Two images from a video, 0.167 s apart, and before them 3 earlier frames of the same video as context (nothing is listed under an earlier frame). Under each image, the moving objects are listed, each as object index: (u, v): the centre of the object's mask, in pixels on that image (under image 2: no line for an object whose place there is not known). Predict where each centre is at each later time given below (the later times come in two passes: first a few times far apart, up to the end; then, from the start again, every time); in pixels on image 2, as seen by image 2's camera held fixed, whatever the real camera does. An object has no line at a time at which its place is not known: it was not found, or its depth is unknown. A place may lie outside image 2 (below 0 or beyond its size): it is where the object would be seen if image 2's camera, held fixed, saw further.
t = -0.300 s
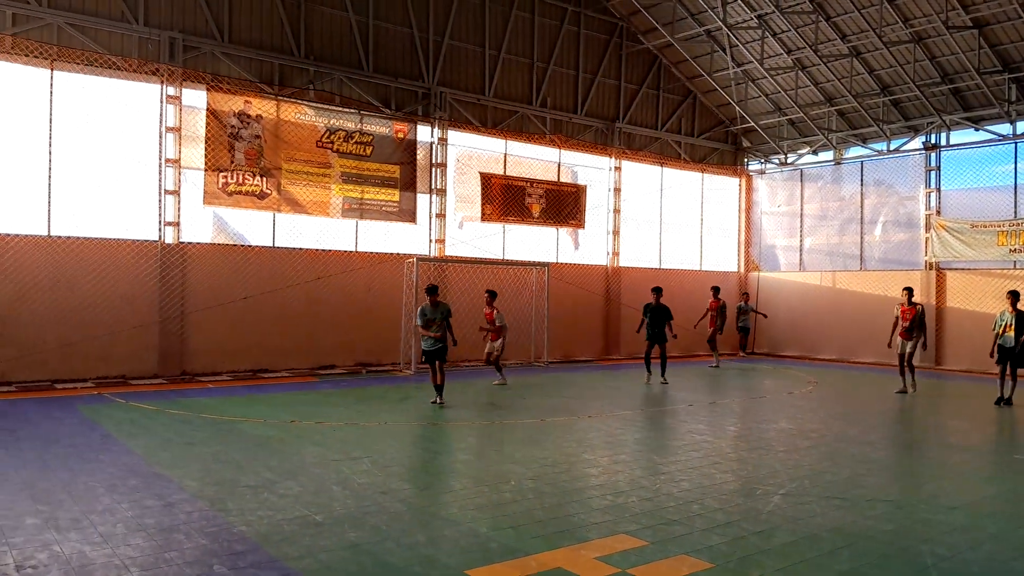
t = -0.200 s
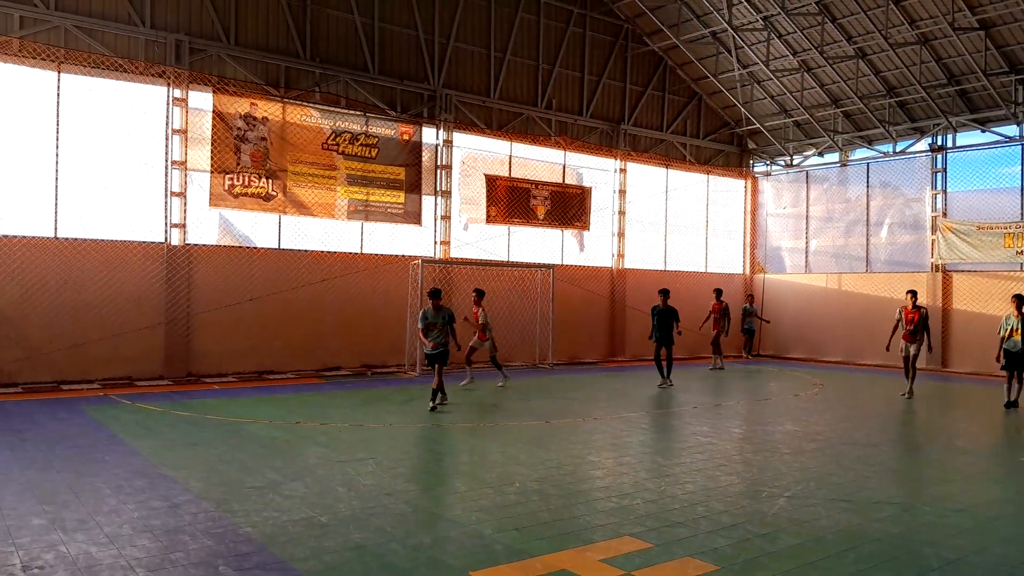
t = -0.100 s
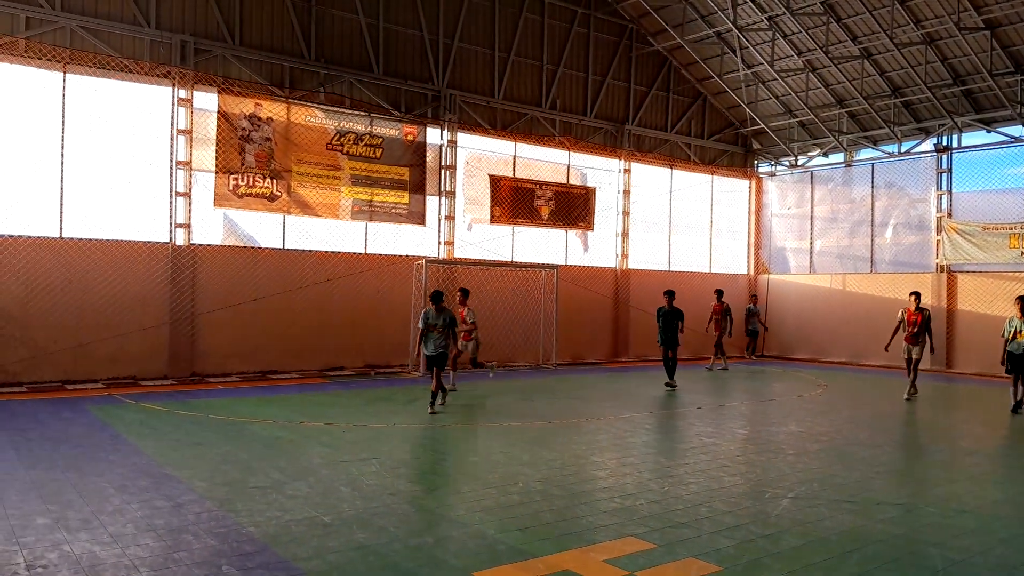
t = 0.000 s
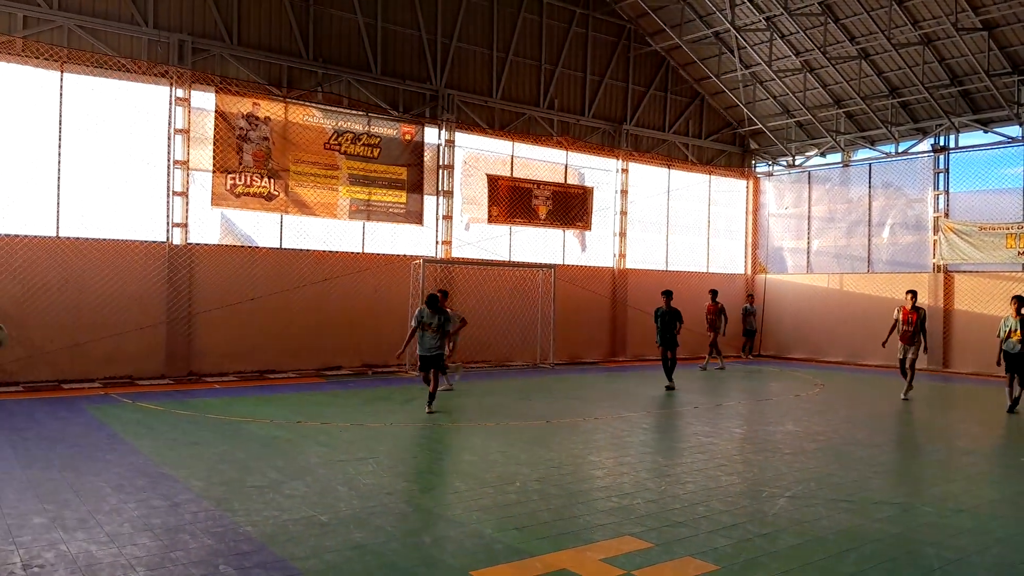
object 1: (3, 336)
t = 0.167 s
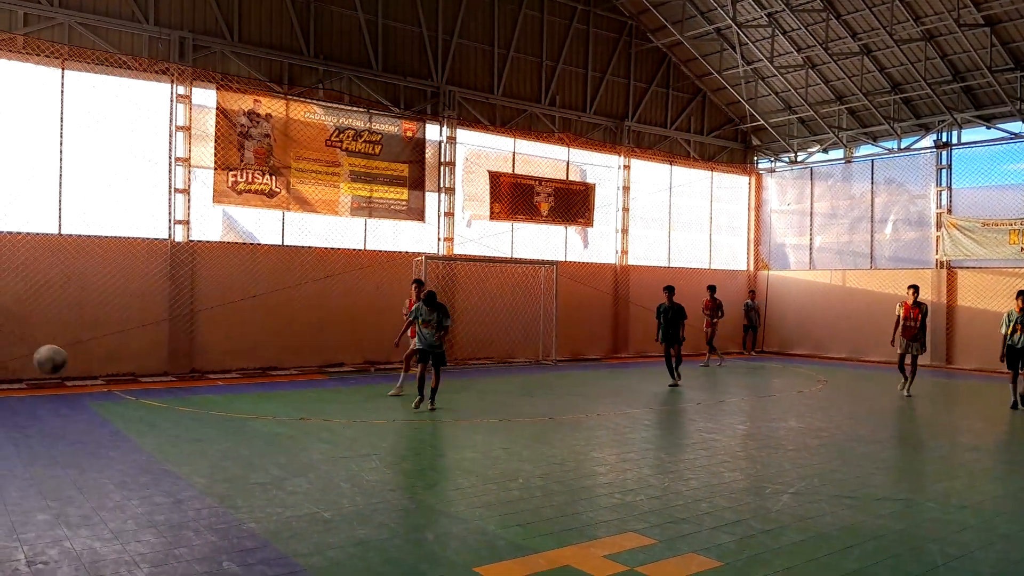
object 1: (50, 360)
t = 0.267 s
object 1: (84, 392)
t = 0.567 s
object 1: (155, 451)
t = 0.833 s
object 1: (169, 430)
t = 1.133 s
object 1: (185, 493)
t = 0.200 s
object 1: (61, 369)
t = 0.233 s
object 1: (73, 380)
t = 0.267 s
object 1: (84, 392)
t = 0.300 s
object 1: (95, 407)
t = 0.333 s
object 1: (107, 424)
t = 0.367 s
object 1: (119, 441)
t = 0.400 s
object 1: (131, 459)
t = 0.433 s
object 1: (143, 480)
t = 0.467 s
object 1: (149, 482)
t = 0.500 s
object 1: (151, 470)
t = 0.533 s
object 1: (153, 460)
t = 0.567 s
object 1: (155, 451)
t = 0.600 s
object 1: (157, 443)
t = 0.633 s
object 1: (159, 437)
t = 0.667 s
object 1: (160, 432)
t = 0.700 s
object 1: (162, 428)
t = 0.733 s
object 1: (164, 427)
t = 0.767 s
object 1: (165, 426)
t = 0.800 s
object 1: (167, 427)
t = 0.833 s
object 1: (169, 430)
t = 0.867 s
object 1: (171, 434)
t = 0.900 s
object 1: (172, 440)
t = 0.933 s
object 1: (174, 447)
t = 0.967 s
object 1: (176, 456)
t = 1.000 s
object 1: (178, 467)
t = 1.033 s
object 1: (180, 479)
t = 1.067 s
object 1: (182, 492)
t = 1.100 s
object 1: (183, 501)
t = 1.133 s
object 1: (185, 493)
